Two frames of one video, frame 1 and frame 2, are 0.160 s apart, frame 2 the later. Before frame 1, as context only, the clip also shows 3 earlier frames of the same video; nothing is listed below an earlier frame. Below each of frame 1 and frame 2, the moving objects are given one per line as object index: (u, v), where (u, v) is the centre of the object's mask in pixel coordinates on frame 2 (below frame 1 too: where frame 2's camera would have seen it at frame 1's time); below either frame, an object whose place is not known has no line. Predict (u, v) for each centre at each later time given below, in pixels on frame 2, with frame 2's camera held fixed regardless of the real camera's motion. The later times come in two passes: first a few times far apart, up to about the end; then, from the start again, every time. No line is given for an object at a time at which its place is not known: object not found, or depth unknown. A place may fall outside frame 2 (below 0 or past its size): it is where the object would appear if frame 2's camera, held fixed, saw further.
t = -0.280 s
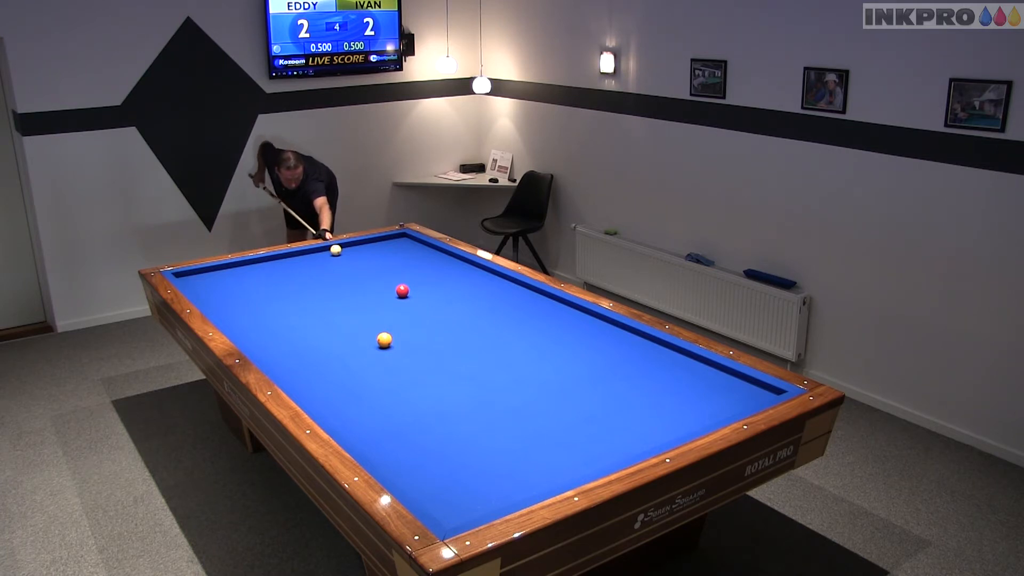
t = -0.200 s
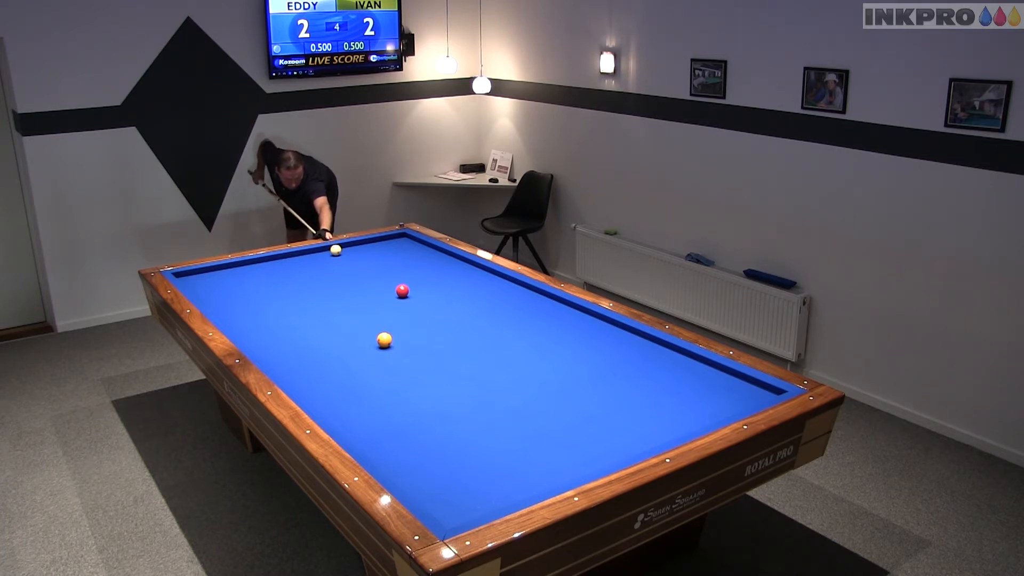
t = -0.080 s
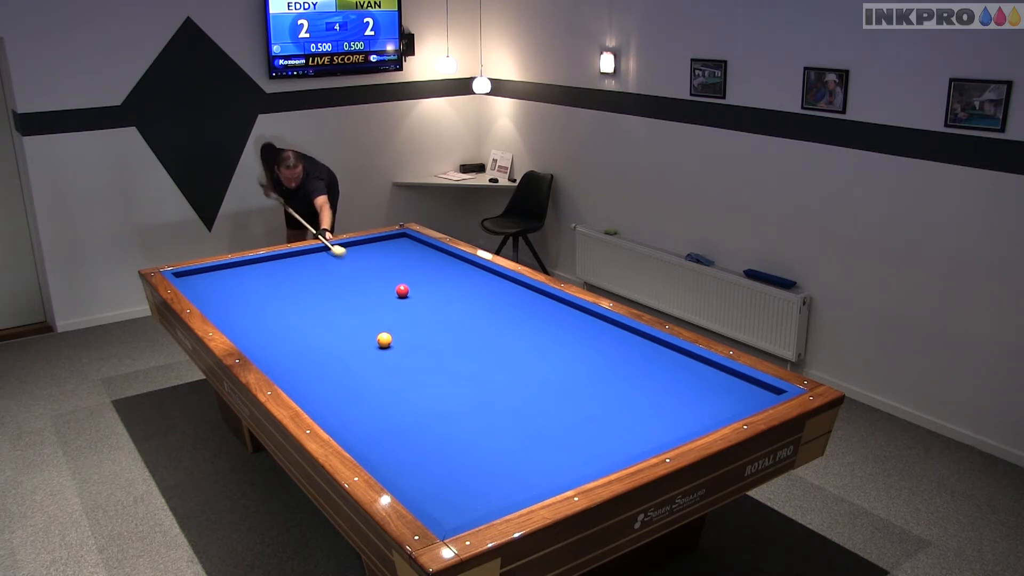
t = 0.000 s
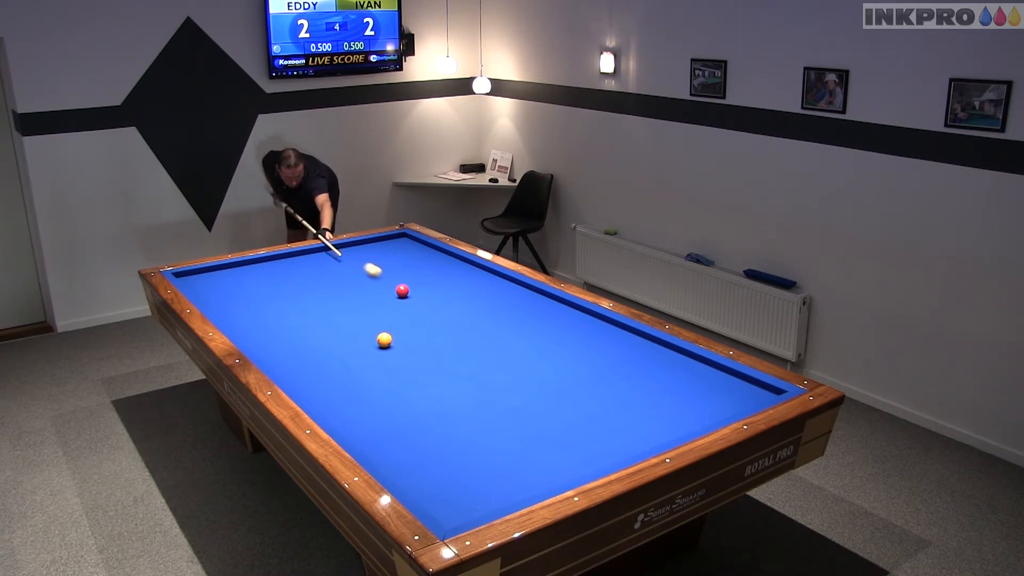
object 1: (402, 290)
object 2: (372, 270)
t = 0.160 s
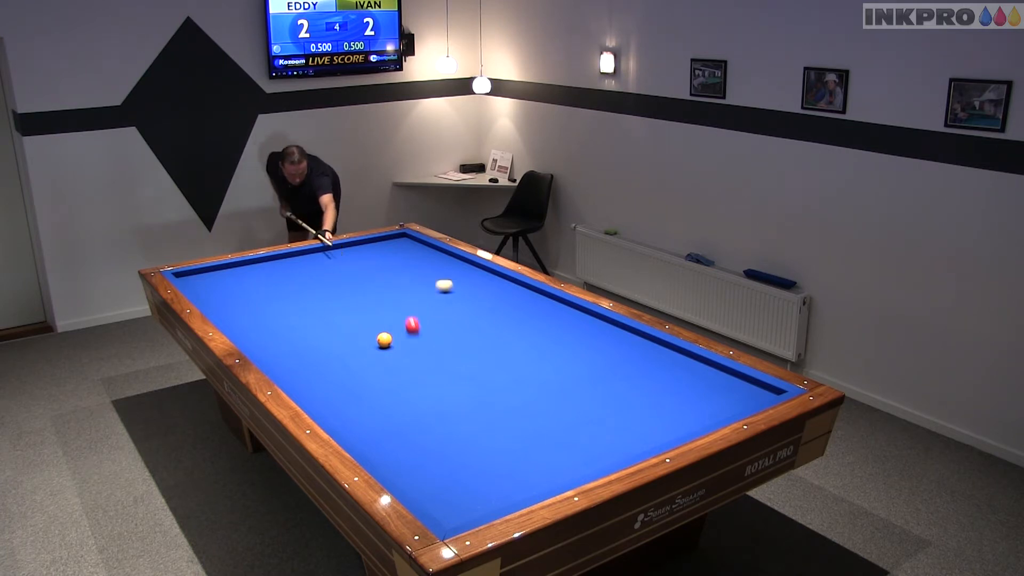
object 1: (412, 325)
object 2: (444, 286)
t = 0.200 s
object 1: (416, 340)
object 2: (460, 285)
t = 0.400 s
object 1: (447, 443)
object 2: (527, 291)
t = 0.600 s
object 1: (413, 477)
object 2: (538, 320)
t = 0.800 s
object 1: (382, 409)
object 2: (559, 354)
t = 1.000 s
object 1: (361, 364)
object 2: (585, 397)
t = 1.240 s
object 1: (343, 327)
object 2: (610, 454)
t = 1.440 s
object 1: (331, 301)
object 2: (500, 444)
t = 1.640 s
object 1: (320, 280)
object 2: (409, 439)
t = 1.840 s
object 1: (311, 262)
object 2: (361, 423)
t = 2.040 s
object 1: (321, 253)
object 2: (371, 392)
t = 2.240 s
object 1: (364, 257)
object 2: (376, 367)
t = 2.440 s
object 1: (403, 260)
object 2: (381, 346)
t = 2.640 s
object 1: (443, 263)
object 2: (377, 342)
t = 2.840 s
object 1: (477, 267)
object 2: (375, 337)
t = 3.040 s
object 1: (480, 278)
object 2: (373, 332)
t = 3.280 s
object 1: (487, 291)
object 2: (371, 326)
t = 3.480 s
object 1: (493, 304)
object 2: (369, 322)
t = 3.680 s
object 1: (499, 317)
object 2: (367, 318)
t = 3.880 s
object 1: (505, 332)
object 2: (365, 314)
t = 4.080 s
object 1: (513, 347)
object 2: (364, 310)
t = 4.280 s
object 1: (520, 364)
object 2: (362, 306)
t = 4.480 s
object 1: (529, 383)
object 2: (361, 303)
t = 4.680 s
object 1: (539, 403)
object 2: (359, 300)
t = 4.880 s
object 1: (549, 425)
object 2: (358, 297)
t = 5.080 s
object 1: (561, 449)
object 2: (357, 294)
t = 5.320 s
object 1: (562, 473)
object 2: (355, 291)
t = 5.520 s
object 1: (521, 470)
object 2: (354, 289)
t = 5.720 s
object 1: (482, 467)
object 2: (353, 286)
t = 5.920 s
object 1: (445, 464)
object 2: (352, 284)
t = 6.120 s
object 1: (408, 462)
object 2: (351, 282)
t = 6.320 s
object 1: (382, 455)
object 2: (350, 280)
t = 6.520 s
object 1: (384, 442)
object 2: (349, 278)
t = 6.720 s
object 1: (386, 430)
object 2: (349, 276)
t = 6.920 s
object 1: (388, 418)
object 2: (348, 275)
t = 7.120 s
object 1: (390, 407)
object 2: (347, 273)
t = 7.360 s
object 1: (392, 395)
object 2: (347, 272)
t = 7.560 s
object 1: (393, 386)
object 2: (346, 270)
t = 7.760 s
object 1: (395, 377)
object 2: (344, 270)
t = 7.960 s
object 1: (396, 369)
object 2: (340, 271)
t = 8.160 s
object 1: (398, 361)
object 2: (336, 271)
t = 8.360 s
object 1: (399, 354)
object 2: (333, 272)
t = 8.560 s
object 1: (400, 347)
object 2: (330, 272)
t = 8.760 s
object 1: (402, 341)
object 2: (327, 273)
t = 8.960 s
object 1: (403, 335)
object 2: (325, 273)
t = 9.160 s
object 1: (404, 330)
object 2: (323, 273)
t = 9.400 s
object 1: (405, 323)
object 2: (321, 274)
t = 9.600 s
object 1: (406, 319)
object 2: (319, 274)
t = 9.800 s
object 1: (407, 314)
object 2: (318, 274)
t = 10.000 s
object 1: (407, 310)
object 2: (317, 274)
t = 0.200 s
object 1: (416, 340)
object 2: (460, 285)
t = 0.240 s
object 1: (421, 357)
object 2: (477, 285)
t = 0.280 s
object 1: (427, 376)
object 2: (493, 286)
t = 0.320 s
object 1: (433, 396)
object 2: (509, 286)
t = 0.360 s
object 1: (439, 419)
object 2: (524, 286)
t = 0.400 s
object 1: (447, 443)
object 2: (527, 291)
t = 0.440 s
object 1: (454, 470)
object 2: (528, 296)
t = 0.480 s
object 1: (463, 500)
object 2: (530, 302)
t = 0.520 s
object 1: (452, 509)
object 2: (532, 308)
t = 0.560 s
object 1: (422, 493)
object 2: (534, 314)
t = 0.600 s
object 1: (413, 477)
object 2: (538, 320)
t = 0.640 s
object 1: (406, 461)
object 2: (542, 326)
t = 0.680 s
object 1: (399, 446)
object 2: (546, 333)
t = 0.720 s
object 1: (393, 432)
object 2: (550, 340)
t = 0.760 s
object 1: (387, 420)
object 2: (554, 347)
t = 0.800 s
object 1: (382, 409)
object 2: (559, 354)
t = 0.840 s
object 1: (377, 398)
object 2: (564, 362)
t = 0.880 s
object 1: (373, 389)
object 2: (569, 370)
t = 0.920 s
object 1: (369, 380)
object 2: (574, 379)
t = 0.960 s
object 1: (365, 372)
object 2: (579, 388)
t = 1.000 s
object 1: (361, 364)
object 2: (585, 397)
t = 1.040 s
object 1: (358, 357)
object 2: (591, 407)
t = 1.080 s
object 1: (355, 351)
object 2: (597, 417)
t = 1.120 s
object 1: (352, 344)
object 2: (604, 427)
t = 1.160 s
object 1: (349, 338)
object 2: (611, 438)
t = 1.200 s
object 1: (346, 332)
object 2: (618, 450)
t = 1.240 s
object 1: (343, 327)
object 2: (610, 454)
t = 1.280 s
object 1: (340, 321)
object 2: (587, 452)
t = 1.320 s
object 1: (338, 316)
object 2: (564, 450)
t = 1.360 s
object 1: (335, 311)
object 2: (542, 447)
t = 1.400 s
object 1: (333, 306)
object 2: (521, 446)
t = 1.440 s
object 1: (331, 301)
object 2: (500, 444)
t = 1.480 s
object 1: (328, 297)
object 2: (481, 442)
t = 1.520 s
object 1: (326, 292)
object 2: (462, 441)
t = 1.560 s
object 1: (324, 288)
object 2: (444, 440)
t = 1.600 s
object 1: (322, 284)
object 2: (426, 440)
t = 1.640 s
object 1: (320, 280)
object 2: (409, 439)
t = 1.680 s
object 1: (318, 276)
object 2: (391, 438)
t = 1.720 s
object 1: (316, 272)
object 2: (374, 437)
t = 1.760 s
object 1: (315, 268)
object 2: (358, 435)
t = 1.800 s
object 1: (313, 265)
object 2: (357, 430)
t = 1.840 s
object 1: (311, 262)
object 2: (361, 423)
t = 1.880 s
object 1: (310, 258)
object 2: (364, 416)
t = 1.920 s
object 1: (308, 255)
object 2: (367, 410)
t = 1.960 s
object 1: (306, 252)
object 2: (369, 403)
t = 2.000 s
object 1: (312, 251)
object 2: (370, 398)
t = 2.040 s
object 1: (321, 253)
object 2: (371, 392)
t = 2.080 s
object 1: (330, 254)
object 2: (372, 387)
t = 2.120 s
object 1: (339, 255)
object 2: (373, 382)
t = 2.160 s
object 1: (347, 256)
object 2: (374, 377)
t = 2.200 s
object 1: (356, 257)
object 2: (375, 372)
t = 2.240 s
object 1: (364, 257)
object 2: (376, 367)
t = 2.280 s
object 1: (372, 258)
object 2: (377, 362)
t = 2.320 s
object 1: (380, 258)
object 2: (378, 358)
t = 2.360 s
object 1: (388, 259)
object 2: (379, 354)
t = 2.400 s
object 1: (395, 259)
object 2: (380, 349)
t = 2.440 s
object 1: (403, 260)
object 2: (381, 346)
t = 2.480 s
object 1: (411, 261)
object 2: (380, 345)
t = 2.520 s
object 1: (419, 261)
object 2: (379, 345)
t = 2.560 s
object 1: (427, 262)
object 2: (378, 344)
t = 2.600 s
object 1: (435, 262)
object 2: (378, 343)
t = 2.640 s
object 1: (443, 263)
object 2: (377, 342)
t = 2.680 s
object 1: (451, 264)
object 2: (377, 341)
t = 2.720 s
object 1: (459, 264)
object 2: (376, 340)
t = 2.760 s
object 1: (467, 265)
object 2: (376, 339)
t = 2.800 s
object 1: (475, 265)
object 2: (375, 338)
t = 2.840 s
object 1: (477, 267)
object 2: (375, 337)
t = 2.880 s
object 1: (477, 269)
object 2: (375, 336)
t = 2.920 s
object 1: (478, 271)
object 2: (374, 335)
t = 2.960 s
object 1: (479, 273)
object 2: (374, 334)
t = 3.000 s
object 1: (480, 275)
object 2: (373, 333)
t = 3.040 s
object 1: (480, 278)
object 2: (373, 332)
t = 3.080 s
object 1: (482, 280)
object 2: (372, 331)
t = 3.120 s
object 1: (482, 282)
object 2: (372, 330)
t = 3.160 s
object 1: (484, 284)
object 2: (372, 329)
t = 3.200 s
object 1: (484, 287)
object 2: (371, 328)
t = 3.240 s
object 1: (486, 289)
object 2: (371, 327)
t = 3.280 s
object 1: (487, 291)
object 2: (371, 326)
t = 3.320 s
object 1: (488, 294)
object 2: (370, 325)
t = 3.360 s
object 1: (489, 296)
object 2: (370, 324)
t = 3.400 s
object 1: (490, 299)
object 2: (369, 323)
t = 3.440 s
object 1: (491, 301)
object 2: (369, 323)
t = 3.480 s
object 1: (493, 304)
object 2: (369, 322)
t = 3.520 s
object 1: (494, 306)
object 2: (368, 321)
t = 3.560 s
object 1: (495, 309)
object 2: (368, 320)
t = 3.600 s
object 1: (496, 311)
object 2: (368, 319)
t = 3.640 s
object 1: (497, 314)
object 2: (367, 318)
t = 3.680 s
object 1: (499, 317)
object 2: (367, 318)
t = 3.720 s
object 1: (500, 320)
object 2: (367, 317)
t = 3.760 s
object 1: (501, 323)
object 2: (366, 316)
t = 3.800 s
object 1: (503, 326)
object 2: (366, 315)
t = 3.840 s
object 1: (504, 328)
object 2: (366, 314)
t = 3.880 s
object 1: (505, 332)
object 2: (365, 314)
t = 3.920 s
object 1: (507, 334)
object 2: (365, 313)
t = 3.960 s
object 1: (508, 338)
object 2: (365, 312)
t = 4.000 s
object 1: (510, 340)
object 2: (364, 311)
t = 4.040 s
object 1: (511, 344)
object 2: (364, 311)
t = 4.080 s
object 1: (513, 347)
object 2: (364, 310)
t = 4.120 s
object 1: (514, 350)
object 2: (363, 309)
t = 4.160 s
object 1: (516, 354)
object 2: (363, 309)
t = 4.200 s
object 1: (517, 357)
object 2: (363, 308)
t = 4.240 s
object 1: (519, 360)
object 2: (362, 307)
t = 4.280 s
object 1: (520, 364)
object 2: (362, 306)
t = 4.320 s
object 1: (522, 368)
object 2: (362, 306)
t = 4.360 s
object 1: (524, 371)
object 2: (361, 305)
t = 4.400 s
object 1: (526, 375)
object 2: (361, 304)
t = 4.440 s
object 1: (528, 379)
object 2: (361, 304)
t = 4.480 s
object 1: (529, 383)
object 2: (361, 303)
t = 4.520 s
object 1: (531, 387)
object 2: (360, 302)
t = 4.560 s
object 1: (533, 390)
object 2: (360, 302)
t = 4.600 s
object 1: (535, 394)
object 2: (360, 301)
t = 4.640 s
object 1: (537, 399)
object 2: (359, 301)
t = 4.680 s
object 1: (539, 403)
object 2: (359, 300)
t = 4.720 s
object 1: (541, 407)
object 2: (359, 299)
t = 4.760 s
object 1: (543, 412)
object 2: (359, 299)
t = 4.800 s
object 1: (545, 416)
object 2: (358, 298)
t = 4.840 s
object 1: (547, 420)
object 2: (358, 298)
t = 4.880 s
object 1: (549, 425)
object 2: (358, 297)
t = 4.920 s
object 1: (552, 430)
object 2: (358, 296)
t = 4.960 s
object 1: (554, 434)
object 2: (357, 296)
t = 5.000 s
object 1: (556, 439)
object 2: (357, 295)
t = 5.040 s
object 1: (559, 444)
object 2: (357, 295)
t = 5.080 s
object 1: (561, 449)
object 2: (357, 294)
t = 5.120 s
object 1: (563, 455)
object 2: (356, 294)
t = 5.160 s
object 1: (566, 460)
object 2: (356, 293)
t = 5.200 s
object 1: (568, 465)
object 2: (356, 293)
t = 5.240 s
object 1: (571, 470)
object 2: (356, 292)
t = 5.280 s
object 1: (571, 473)
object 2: (356, 291)
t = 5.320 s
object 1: (562, 473)
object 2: (355, 291)
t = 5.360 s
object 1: (553, 473)
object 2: (355, 290)
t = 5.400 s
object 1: (545, 472)
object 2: (355, 290)
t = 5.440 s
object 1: (537, 471)
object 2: (355, 289)
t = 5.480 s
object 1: (529, 471)
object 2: (354, 289)
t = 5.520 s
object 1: (521, 470)
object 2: (354, 289)
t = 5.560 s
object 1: (513, 470)
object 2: (354, 288)
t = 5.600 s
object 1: (505, 469)
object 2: (354, 287)
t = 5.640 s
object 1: (498, 468)
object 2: (354, 287)
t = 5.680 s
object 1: (490, 468)
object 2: (353, 286)
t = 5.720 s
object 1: (482, 467)
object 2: (353, 286)
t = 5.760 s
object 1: (475, 467)
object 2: (353, 285)
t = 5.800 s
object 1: (467, 466)
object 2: (353, 285)
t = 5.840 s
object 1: (460, 466)
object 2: (353, 285)
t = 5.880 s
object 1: (452, 465)
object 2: (352, 284)
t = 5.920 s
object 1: (445, 464)
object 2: (352, 284)
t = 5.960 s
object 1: (437, 464)
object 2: (352, 283)
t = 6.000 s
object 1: (430, 463)
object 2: (352, 283)
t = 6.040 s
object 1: (423, 463)
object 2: (352, 283)
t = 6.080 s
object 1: (415, 462)
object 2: (351, 282)
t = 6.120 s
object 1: (408, 462)
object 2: (351, 282)
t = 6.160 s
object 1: (401, 461)
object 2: (351, 281)
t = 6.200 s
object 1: (394, 460)
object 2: (351, 281)
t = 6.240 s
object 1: (387, 459)
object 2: (351, 281)
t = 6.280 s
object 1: (382, 458)
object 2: (350, 280)
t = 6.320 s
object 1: (382, 455)
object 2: (350, 280)
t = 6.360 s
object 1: (382, 453)
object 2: (350, 280)
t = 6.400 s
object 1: (383, 451)
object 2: (350, 279)
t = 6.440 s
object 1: (383, 448)
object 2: (350, 279)
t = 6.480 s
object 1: (384, 445)
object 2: (350, 278)
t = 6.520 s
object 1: (384, 442)
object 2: (349, 278)
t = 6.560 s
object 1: (385, 440)
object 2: (349, 278)
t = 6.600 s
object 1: (385, 437)
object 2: (349, 277)
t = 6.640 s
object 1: (385, 435)
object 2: (349, 277)
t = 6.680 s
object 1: (386, 432)
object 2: (349, 277)
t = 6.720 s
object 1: (386, 430)
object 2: (349, 276)
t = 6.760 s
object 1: (386, 427)
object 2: (348, 276)
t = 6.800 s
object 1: (387, 425)
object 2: (348, 276)
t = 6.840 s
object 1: (387, 423)
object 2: (348, 275)
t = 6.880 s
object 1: (388, 420)
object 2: (348, 275)
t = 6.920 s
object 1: (388, 418)
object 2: (348, 275)
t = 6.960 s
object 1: (388, 416)
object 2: (348, 274)
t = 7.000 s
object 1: (389, 414)
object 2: (348, 274)
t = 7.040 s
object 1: (389, 411)
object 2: (347, 274)
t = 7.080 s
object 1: (389, 409)
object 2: (347, 273)
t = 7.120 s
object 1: (390, 407)
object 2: (347, 273)
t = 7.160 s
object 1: (390, 405)
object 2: (347, 273)
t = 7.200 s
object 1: (391, 403)
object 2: (347, 273)
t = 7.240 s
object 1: (391, 401)
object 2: (347, 272)
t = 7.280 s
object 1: (391, 399)
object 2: (347, 272)
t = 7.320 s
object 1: (391, 397)
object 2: (347, 272)
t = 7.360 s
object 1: (392, 395)
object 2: (347, 272)
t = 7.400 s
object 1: (392, 393)
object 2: (346, 271)
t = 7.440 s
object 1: (393, 391)
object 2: (346, 271)
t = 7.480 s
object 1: (393, 389)
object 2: (346, 271)
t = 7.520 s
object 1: (393, 388)
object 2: (346, 271)
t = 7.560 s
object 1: (393, 386)
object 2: (346, 270)
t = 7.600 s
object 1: (394, 384)
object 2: (346, 270)
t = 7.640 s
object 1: (394, 382)
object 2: (346, 270)
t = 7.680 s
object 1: (394, 381)
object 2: (345, 270)
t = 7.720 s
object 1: (395, 379)
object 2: (344, 270)
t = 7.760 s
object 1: (395, 377)
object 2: (344, 270)
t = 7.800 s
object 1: (395, 375)
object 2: (343, 270)
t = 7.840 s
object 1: (396, 374)
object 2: (342, 270)
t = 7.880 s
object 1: (396, 372)
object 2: (341, 270)
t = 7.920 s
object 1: (396, 370)
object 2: (341, 271)
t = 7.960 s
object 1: (396, 369)
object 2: (340, 271)
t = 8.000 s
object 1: (397, 367)
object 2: (339, 271)
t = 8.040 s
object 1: (397, 366)
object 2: (339, 271)
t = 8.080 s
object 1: (397, 364)
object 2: (338, 271)
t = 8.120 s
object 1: (398, 363)
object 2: (337, 271)
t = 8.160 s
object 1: (398, 361)
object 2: (336, 271)
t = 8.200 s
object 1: (398, 360)
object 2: (336, 272)
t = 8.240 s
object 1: (398, 358)
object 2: (335, 272)
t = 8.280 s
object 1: (399, 357)
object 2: (334, 272)
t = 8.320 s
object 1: (399, 355)
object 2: (334, 272)
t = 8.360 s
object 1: (399, 354)
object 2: (333, 272)
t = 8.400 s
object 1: (399, 353)
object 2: (332, 272)
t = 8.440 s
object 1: (400, 351)
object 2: (332, 272)
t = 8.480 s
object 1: (400, 350)
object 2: (331, 272)
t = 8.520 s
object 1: (400, 349)
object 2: (331, 272)
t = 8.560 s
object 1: (400, 347)
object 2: (330, 272)
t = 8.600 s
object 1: (401, 346)
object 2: (329, 273)
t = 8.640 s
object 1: (401, 345)
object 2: (329, 273)
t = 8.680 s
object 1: (401, 344)
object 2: (328, 273)
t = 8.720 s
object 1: (401, 342)
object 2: (328, 273)
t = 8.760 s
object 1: (402, 341)
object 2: (327, 273)
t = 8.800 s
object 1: (402, 340)
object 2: (327, 273)
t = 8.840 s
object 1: (402, 339)
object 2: (326, 273)
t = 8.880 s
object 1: (402, 338)
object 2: (326, 273)
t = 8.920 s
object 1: (402, 337)
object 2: (325, 273)
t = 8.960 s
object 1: (403, 335)
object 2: (325, 273)
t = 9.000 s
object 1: (403, 334)
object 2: (324, 273)
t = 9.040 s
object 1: (403, 333)
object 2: (324, 273)
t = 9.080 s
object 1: (403, 332)
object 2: (324, 273)
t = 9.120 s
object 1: (403, 331)
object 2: (323, 273)
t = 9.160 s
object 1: (404, 330)
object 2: (323, 273)
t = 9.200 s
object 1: (404, 329)
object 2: (323, 273)
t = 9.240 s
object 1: (404, 328)
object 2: (322, 274)
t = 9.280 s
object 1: (404, 327)
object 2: (322, 274)
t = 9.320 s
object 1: (404, 325)
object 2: (321, 274)
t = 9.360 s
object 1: (405, 324)
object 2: (321, 274)
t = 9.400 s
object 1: (405, 323)
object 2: (321, 274)
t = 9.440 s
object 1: (405, 322)
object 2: (320, 274)
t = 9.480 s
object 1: (405, 321)
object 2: (320, 274)
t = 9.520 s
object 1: (405, 320)
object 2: (320, 274)
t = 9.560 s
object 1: (406, 319)
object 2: (320, 274)
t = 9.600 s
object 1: (406, 319)
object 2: (319, 274)
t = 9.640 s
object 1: (406, 318)
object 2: (319, 274)
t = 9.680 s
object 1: (406, 317)
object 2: (319, 274)
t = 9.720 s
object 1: (406, 316)
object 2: (319, 274)
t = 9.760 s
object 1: (406, 315)
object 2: (319, 274)
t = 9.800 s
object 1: (407, 314)
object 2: (318, 274)
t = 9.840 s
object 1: (407, 313)
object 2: (318, 274)
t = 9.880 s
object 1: (407, 312)
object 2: (318, 274)
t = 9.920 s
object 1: (407, 311)
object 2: (318, 274)
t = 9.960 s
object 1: (407, 310)
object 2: (318, 274)
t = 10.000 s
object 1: (407, 310)
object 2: (317, 274)
